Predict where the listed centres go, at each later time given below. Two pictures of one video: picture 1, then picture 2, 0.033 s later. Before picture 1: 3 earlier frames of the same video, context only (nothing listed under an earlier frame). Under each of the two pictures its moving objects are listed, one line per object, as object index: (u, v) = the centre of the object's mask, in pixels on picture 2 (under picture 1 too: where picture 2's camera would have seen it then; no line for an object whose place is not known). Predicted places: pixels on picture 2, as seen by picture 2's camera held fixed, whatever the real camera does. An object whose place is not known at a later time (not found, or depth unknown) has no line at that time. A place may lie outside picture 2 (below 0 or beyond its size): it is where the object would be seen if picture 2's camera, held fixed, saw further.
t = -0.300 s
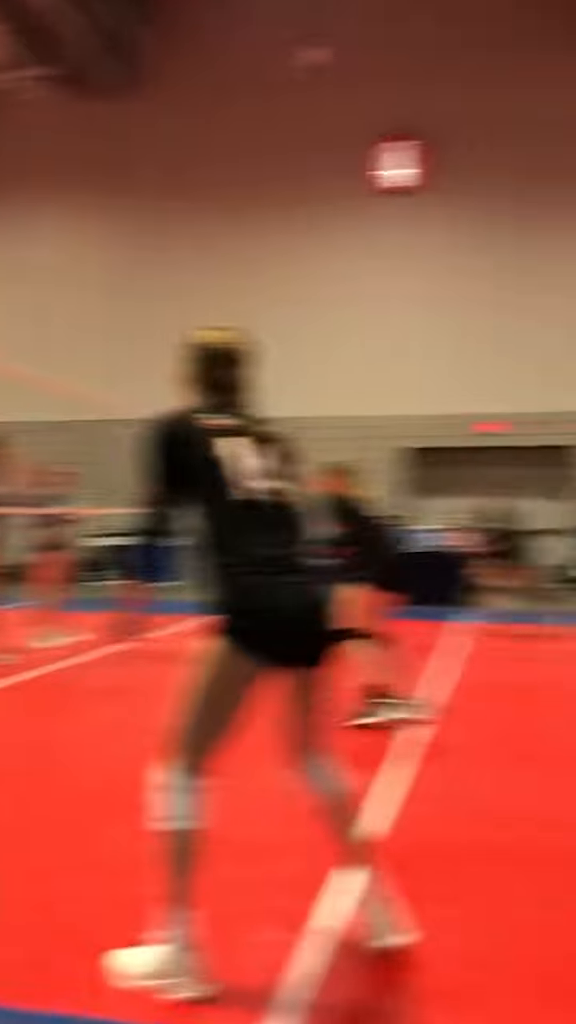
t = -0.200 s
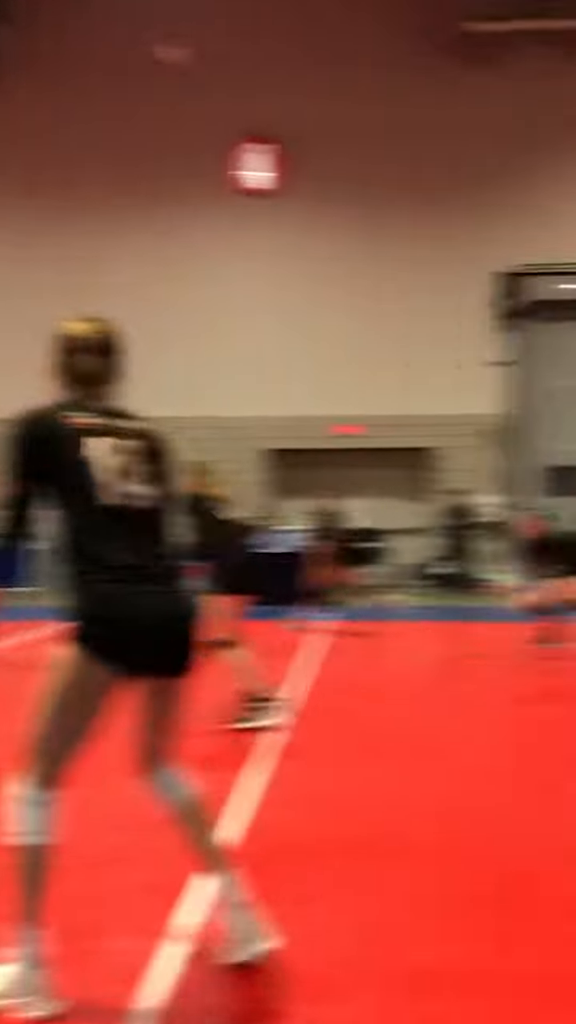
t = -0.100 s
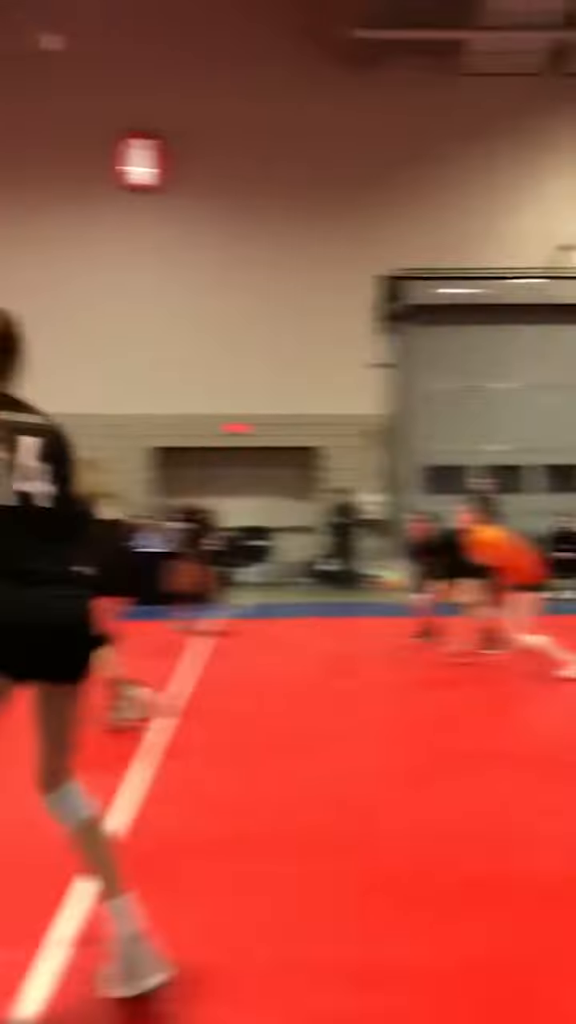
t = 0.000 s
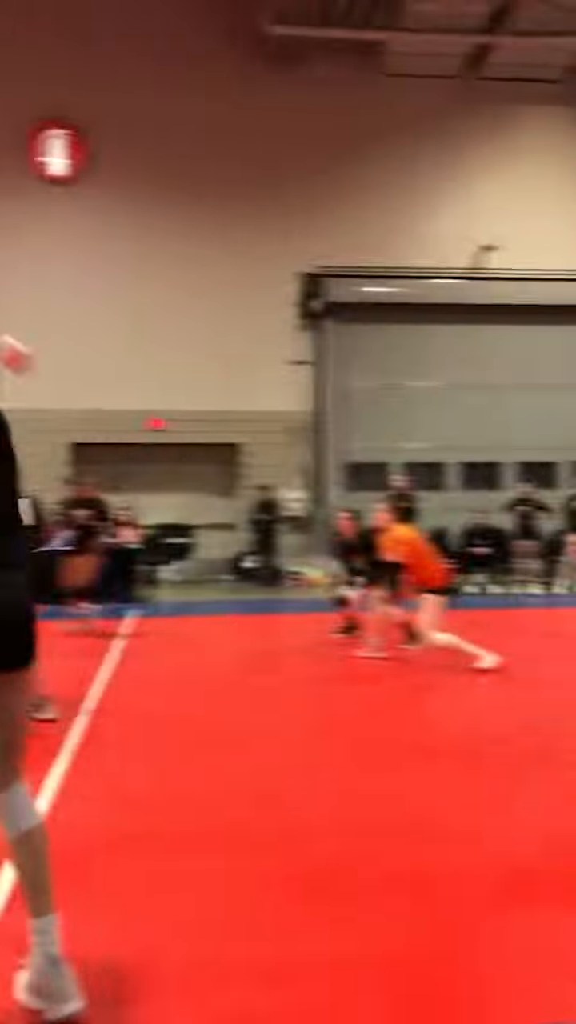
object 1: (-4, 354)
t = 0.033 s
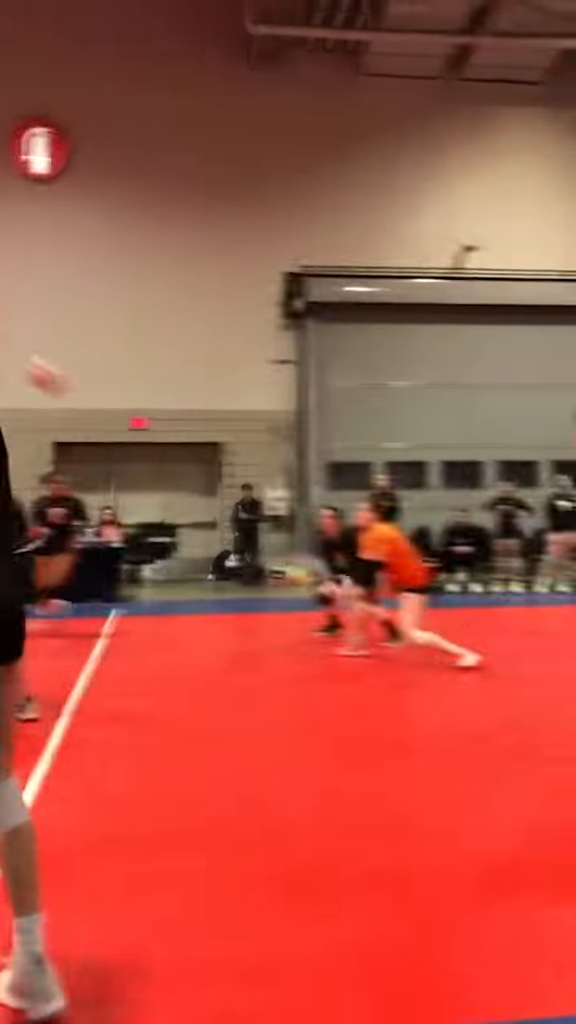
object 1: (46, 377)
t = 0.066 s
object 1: (89, 396)
